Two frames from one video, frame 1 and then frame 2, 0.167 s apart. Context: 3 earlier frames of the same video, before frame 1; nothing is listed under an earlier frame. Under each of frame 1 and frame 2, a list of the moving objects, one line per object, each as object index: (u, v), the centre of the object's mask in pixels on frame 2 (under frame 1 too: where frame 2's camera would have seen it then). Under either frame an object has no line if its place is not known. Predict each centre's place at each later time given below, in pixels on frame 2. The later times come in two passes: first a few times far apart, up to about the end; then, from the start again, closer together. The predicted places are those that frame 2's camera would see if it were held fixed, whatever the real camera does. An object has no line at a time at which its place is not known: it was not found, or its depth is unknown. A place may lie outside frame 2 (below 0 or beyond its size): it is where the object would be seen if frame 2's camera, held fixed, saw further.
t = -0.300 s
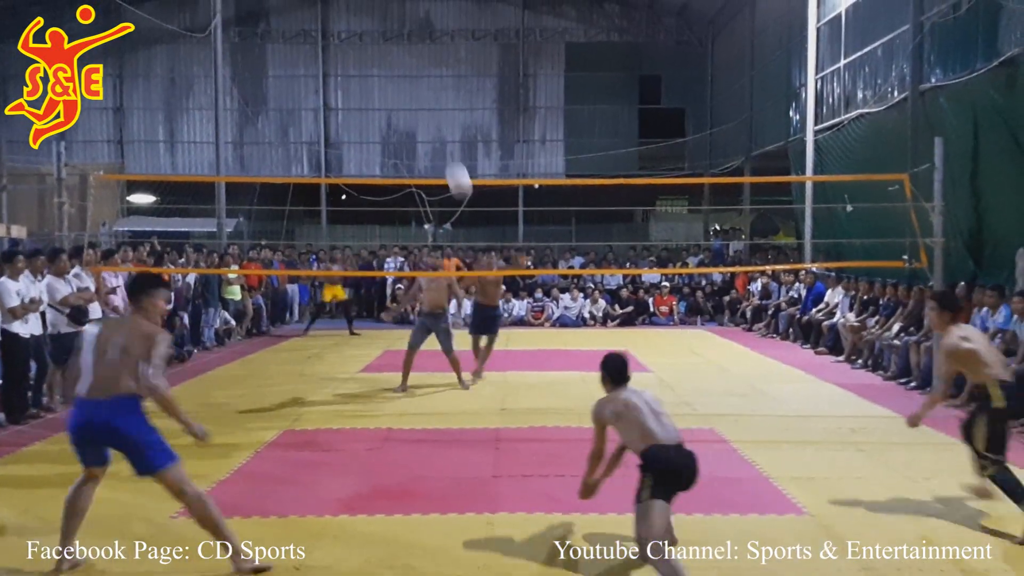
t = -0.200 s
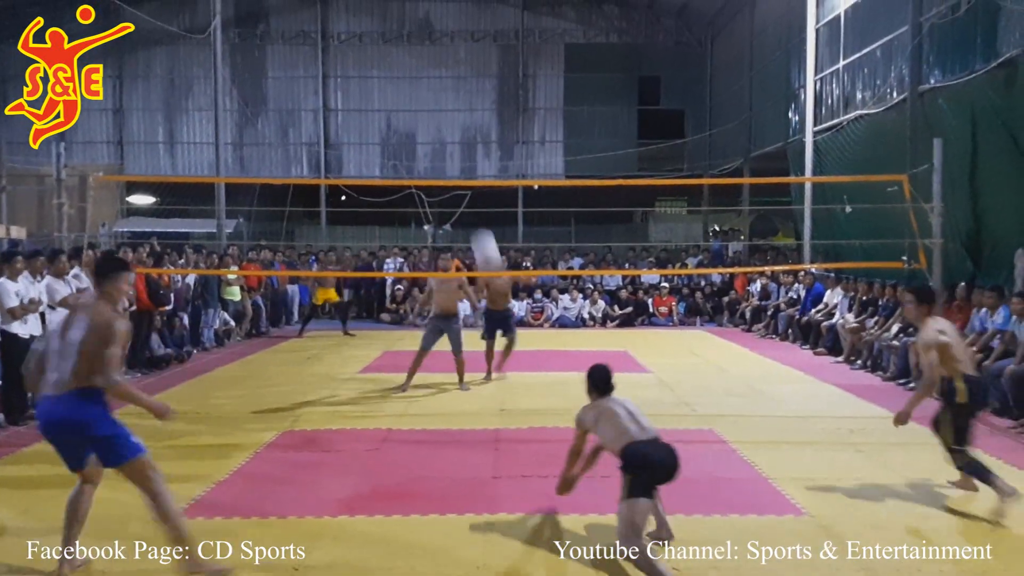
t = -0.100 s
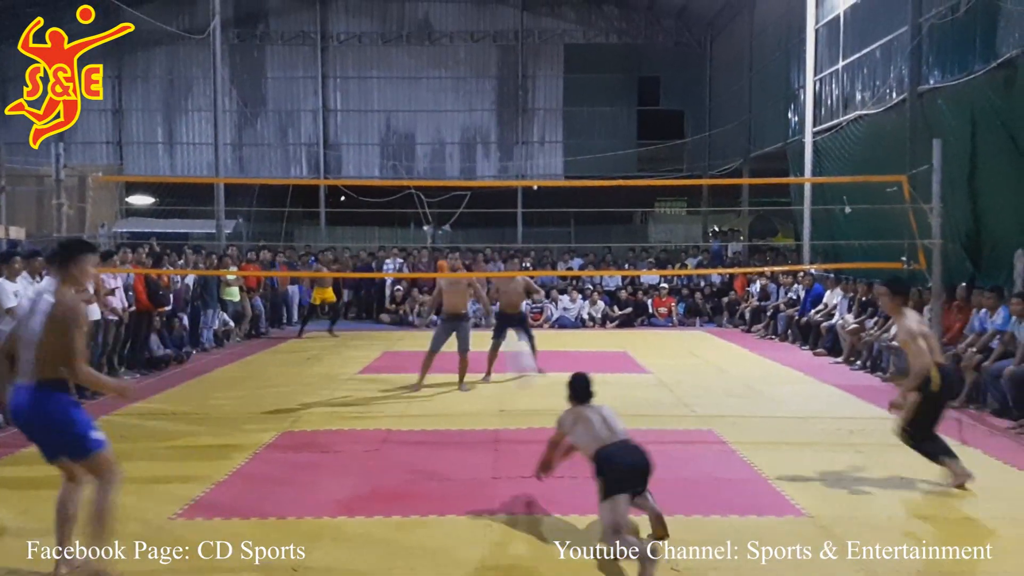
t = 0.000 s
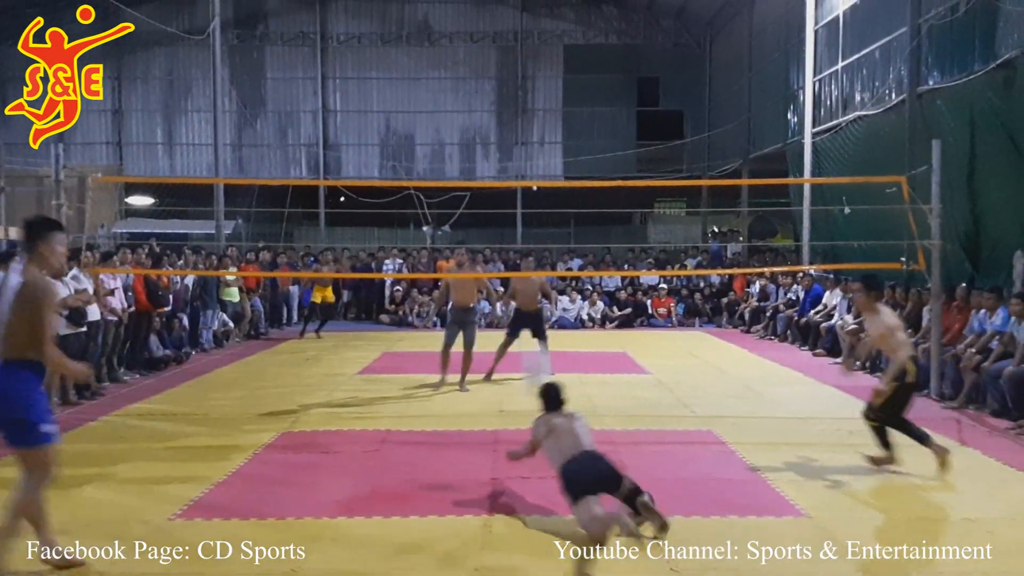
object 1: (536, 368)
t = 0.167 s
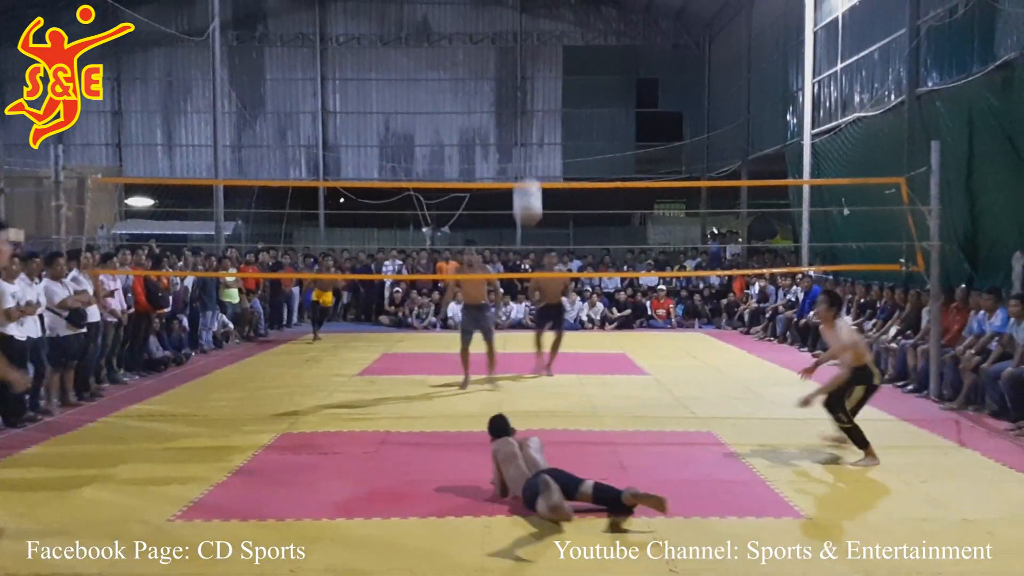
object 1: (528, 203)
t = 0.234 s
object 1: (525, 146)
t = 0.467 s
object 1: (518, 14)
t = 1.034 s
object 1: (510, -2)
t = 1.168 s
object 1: (507, 38)
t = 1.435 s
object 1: (502, 176)
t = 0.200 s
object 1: (526, 173)
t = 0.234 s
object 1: (525, 146)
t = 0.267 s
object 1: (524, 123)
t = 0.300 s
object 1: (523, 100)
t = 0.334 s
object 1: (522, 80)
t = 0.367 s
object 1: (521, 59)
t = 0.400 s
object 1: (519, 43)
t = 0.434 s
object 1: (518, 28)
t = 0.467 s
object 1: (518, 14)
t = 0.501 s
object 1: (516, 6)
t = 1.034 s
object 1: (510, -2)
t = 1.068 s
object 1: (508, 3)
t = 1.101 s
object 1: (508, 12)
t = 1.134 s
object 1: (507, 24)
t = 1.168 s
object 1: (507, 38)
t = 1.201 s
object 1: (506, 52)
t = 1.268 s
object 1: (505, 83)
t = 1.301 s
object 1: (505, 100)
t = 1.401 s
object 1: (502, 155)
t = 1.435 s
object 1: (502, 176)
